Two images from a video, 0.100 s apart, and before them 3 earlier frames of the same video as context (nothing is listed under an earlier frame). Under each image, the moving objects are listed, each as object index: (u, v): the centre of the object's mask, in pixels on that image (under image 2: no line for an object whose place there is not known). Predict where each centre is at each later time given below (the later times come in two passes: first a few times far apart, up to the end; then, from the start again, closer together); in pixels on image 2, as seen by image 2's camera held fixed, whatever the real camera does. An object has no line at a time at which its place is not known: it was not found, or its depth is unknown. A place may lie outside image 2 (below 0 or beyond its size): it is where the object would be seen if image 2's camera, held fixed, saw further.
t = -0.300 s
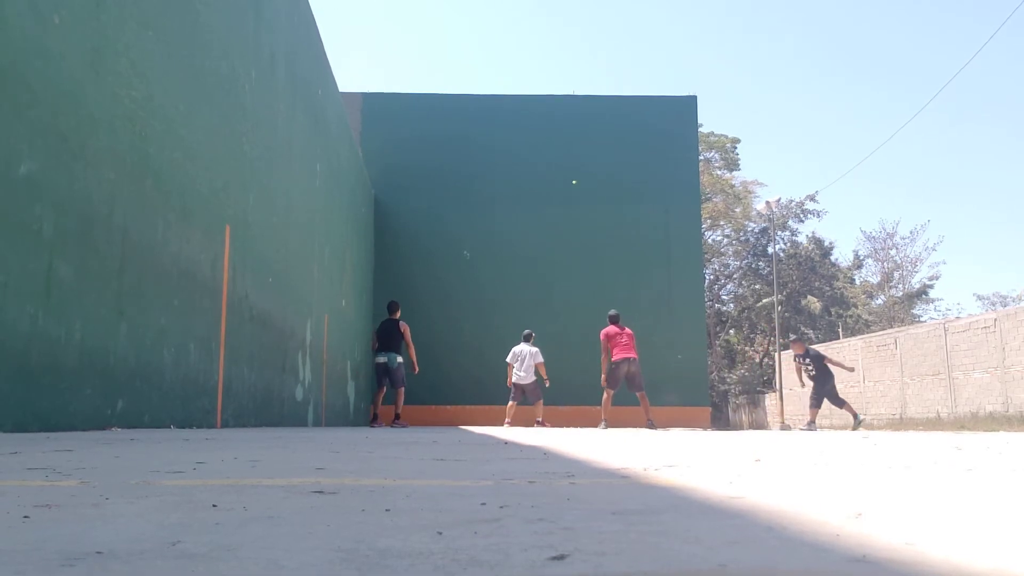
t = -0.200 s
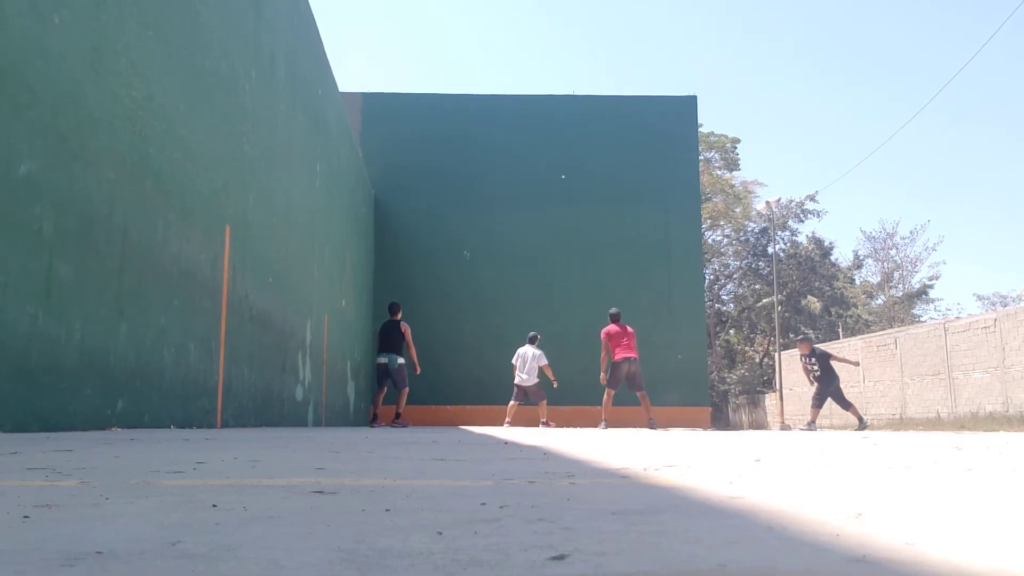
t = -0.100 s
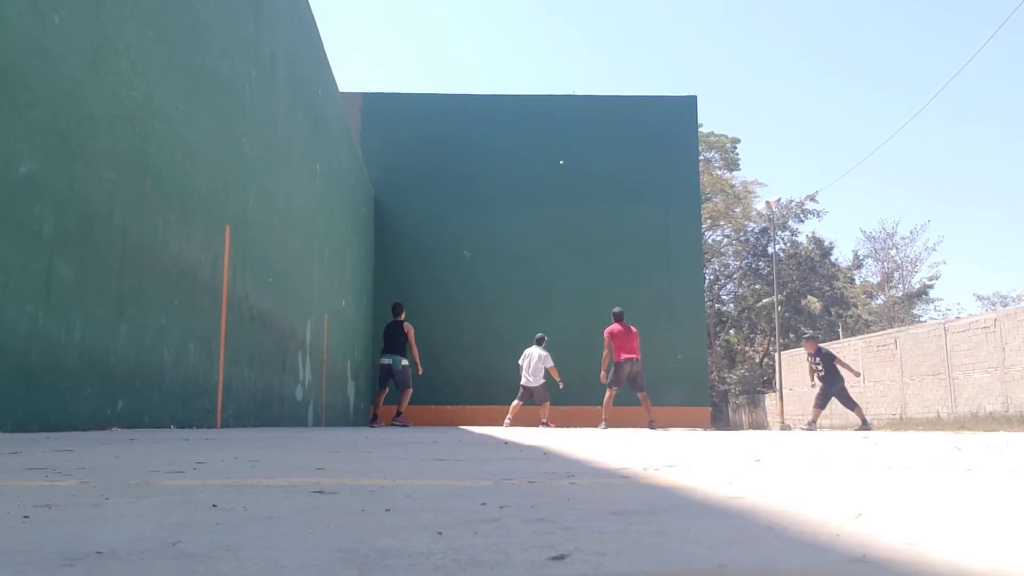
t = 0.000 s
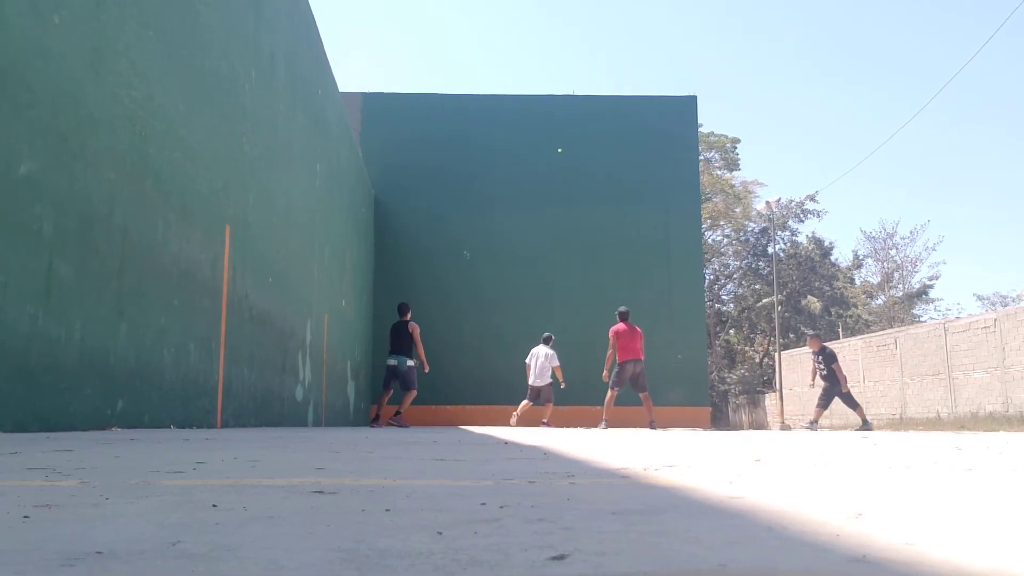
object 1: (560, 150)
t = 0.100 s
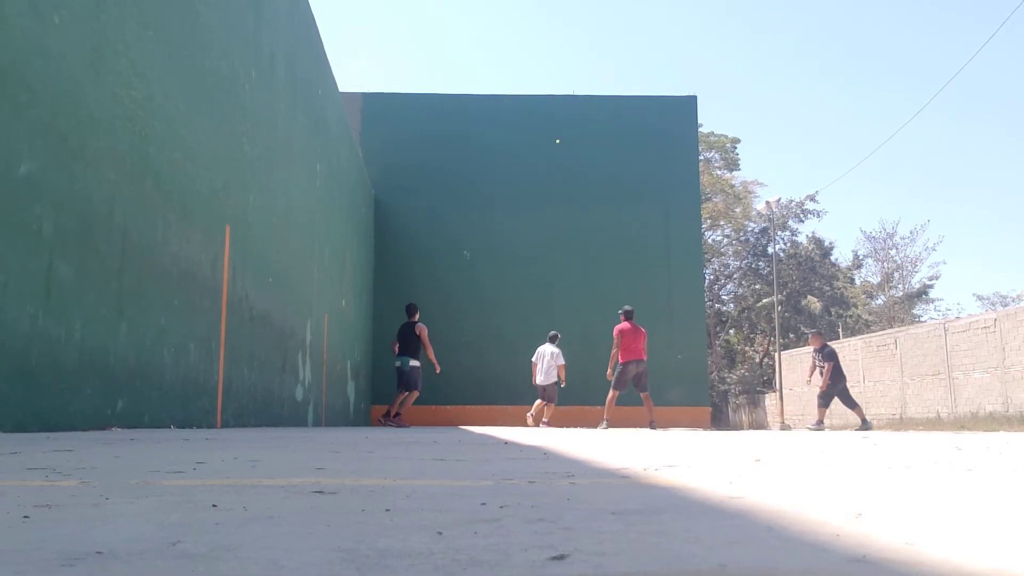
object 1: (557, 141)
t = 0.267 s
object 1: (554, 133)
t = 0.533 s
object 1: (547, 143)
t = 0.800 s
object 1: (537, 188)
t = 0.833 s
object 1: (536, 197)
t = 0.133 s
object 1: (557, 139)
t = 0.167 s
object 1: (556, 137)
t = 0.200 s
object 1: (555, 135)
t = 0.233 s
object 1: (554, 134)
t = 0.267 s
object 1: (554, 133)
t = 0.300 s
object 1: (553, 132)
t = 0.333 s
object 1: (552, 133)
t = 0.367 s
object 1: (551, 133)
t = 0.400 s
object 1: (550, 134)
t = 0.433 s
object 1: (549, 135)
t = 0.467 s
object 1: (548, 138)
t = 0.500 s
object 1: (549, 140)
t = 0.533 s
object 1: (547, 143)
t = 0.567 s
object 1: (546, 146)
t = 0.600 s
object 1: (545, 150)
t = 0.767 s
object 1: (538, 180)
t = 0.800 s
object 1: (537, 188)
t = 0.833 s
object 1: (536, 197)
